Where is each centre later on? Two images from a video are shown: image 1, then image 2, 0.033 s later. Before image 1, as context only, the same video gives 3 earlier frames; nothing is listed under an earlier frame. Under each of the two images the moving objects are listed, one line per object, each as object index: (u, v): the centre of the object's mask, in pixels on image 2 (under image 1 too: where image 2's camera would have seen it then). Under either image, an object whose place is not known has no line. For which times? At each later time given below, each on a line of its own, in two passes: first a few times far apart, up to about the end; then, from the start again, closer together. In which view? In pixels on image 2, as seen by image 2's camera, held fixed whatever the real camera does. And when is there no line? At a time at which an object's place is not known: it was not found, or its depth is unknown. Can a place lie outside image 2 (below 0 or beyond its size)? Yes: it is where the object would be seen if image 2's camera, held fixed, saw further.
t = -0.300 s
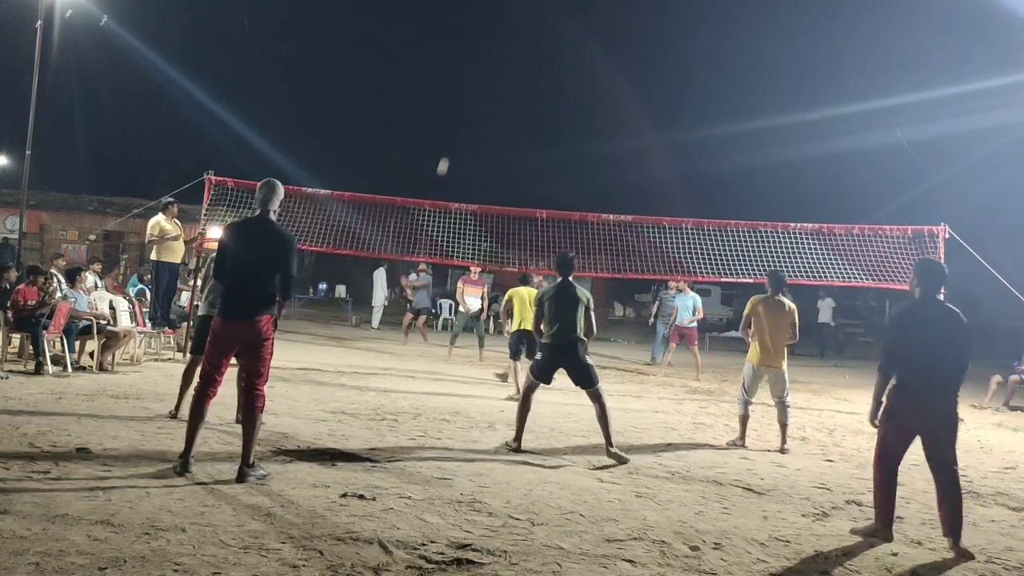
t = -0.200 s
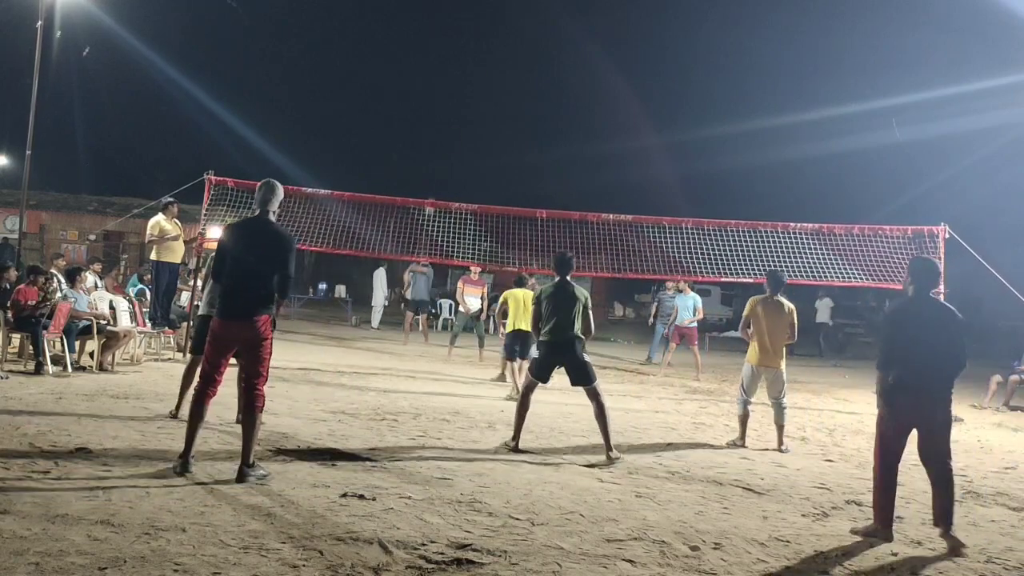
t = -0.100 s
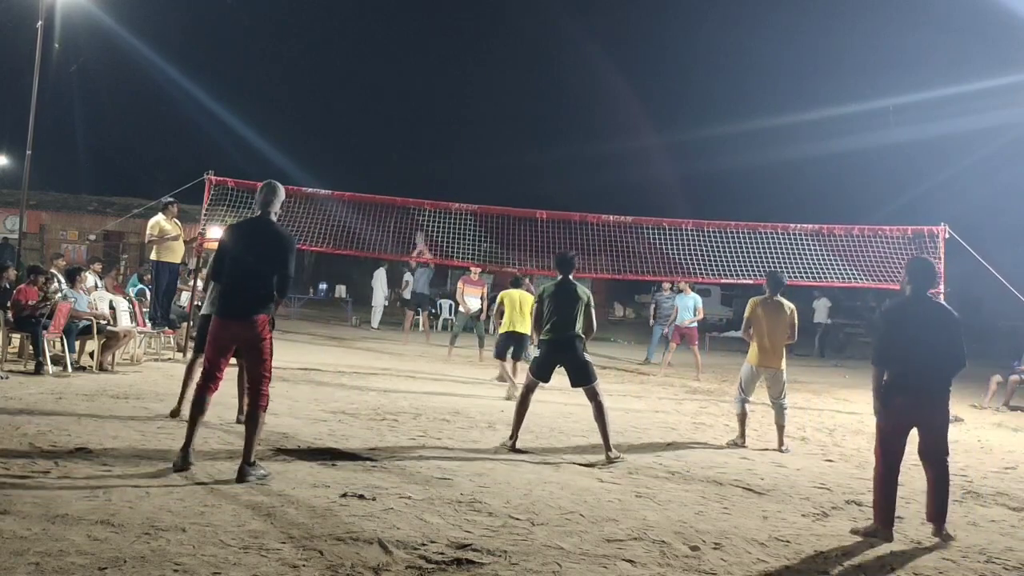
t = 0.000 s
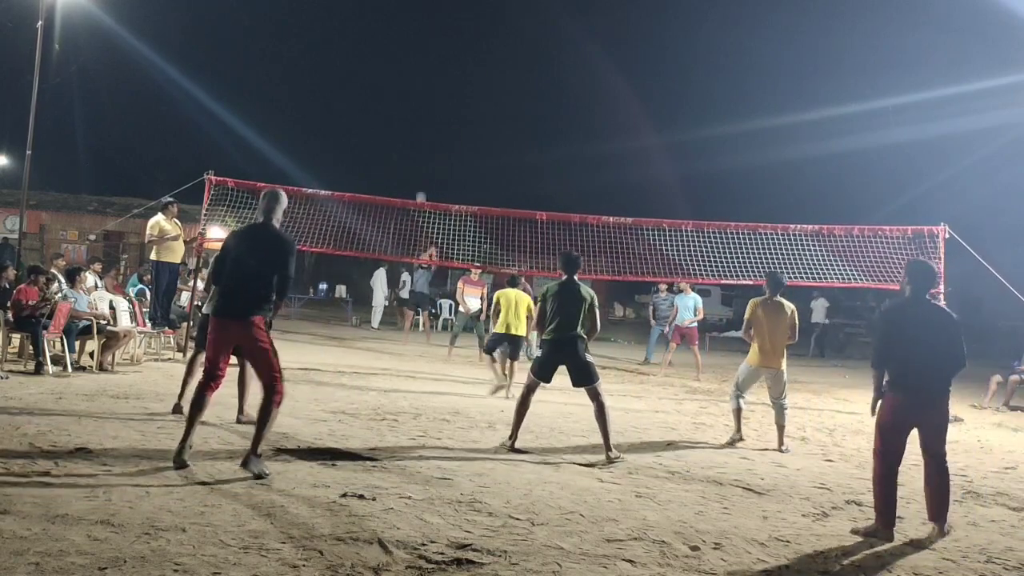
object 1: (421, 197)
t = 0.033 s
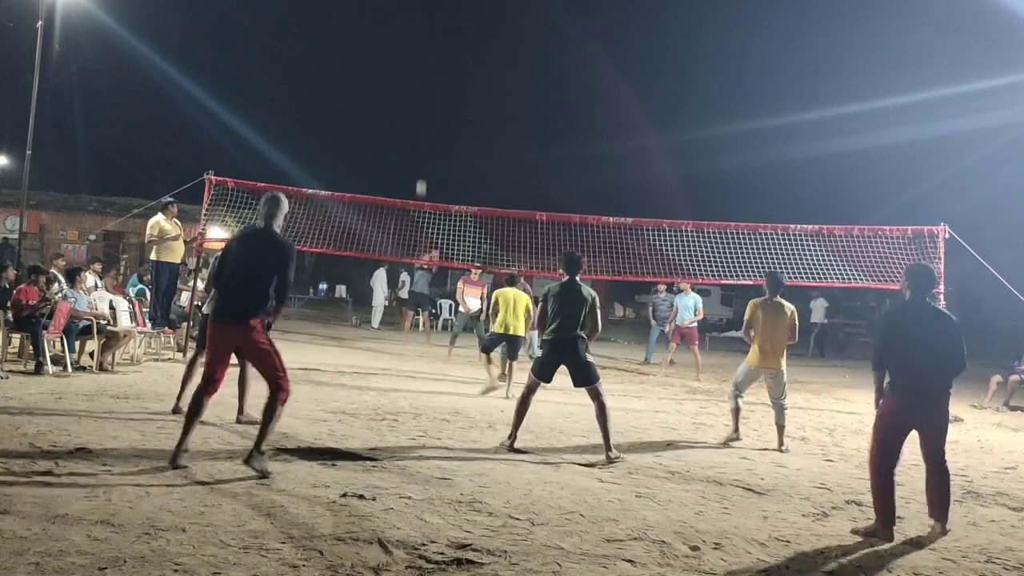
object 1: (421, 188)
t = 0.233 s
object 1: (420, 119)
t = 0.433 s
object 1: (414, 63)
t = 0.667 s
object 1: (400, 21)
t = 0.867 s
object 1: (378, 13)
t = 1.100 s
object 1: (336, 57)
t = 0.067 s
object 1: (421, 176)
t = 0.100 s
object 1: (421, 163)
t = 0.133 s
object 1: (421, 152)
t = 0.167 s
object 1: (421, 141)
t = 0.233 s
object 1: (420, 119)
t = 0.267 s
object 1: (419, 109)
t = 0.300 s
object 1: (419, 99)
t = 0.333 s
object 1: (418, 89)
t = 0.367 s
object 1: (417, 80)
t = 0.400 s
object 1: (415, 71)
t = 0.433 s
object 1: (414, 63)
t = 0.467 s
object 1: (412, 56)
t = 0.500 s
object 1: (411, 49)
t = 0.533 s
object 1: (409, 41)
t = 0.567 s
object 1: (407, 35)
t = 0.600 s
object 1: (405, 30)
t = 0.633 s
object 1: (402, 26)
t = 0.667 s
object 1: (400, 21)
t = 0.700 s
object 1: (397, 18)
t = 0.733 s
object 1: (394, 15)
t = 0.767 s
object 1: (390, 13)
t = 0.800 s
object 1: (386, 12)
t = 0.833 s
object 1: (382, 12)
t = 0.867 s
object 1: (378, 13)
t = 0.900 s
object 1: (373, 15)
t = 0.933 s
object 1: (369, 18)
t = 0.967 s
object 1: (363, 23)
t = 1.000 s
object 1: (357, 29)
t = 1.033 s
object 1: (350, 37)
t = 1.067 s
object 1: (343, 47)
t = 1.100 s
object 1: (336, 57)
